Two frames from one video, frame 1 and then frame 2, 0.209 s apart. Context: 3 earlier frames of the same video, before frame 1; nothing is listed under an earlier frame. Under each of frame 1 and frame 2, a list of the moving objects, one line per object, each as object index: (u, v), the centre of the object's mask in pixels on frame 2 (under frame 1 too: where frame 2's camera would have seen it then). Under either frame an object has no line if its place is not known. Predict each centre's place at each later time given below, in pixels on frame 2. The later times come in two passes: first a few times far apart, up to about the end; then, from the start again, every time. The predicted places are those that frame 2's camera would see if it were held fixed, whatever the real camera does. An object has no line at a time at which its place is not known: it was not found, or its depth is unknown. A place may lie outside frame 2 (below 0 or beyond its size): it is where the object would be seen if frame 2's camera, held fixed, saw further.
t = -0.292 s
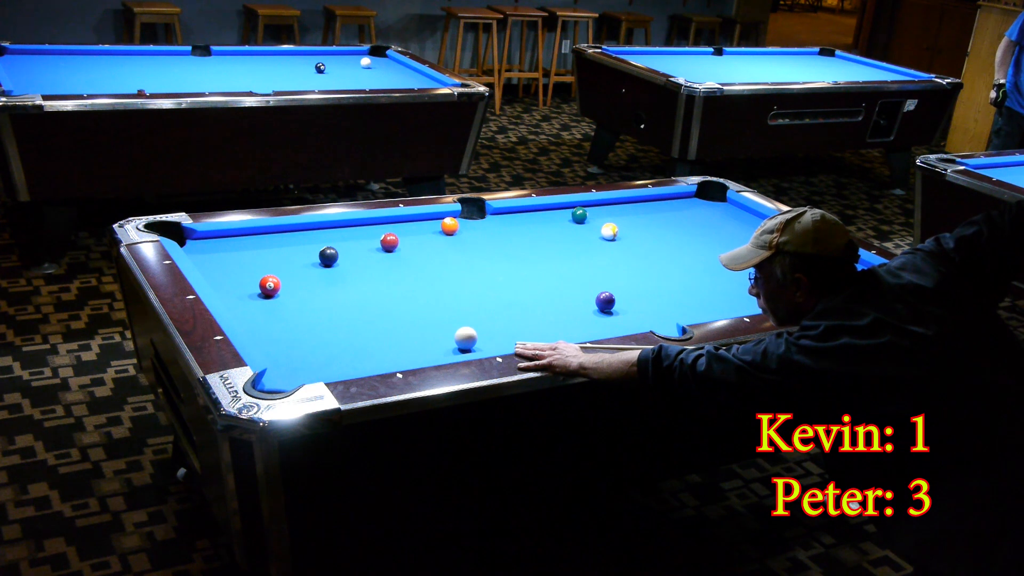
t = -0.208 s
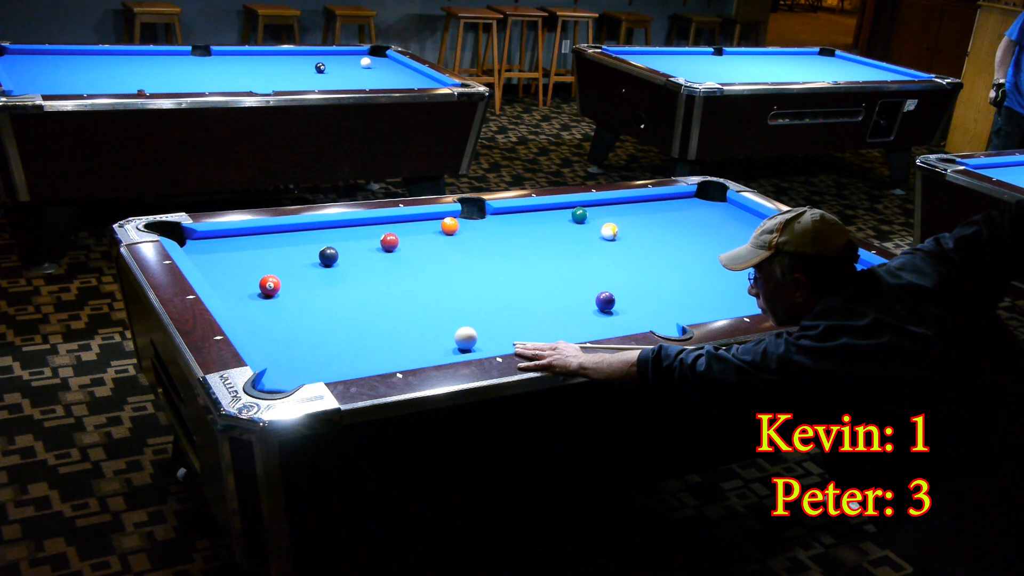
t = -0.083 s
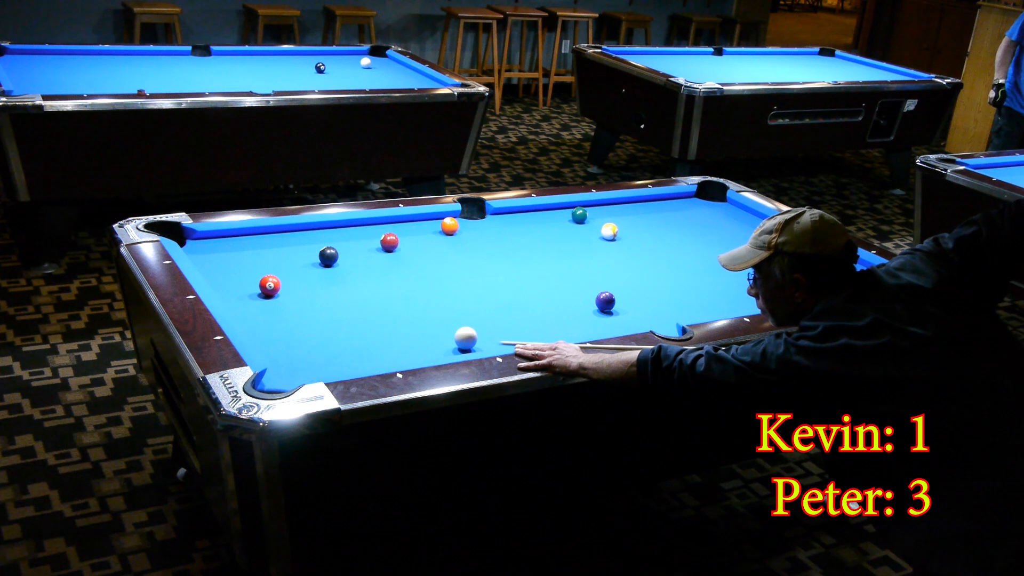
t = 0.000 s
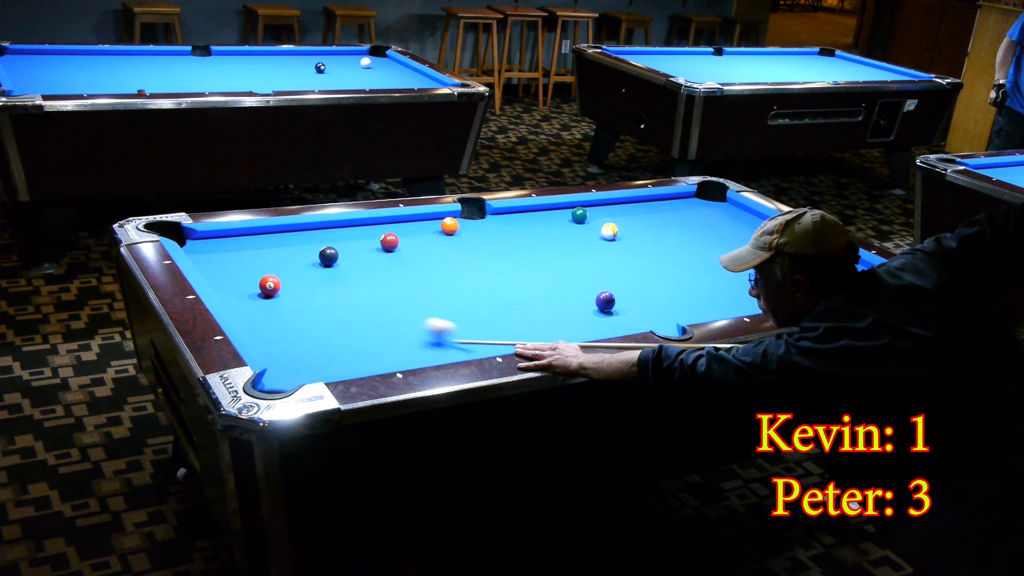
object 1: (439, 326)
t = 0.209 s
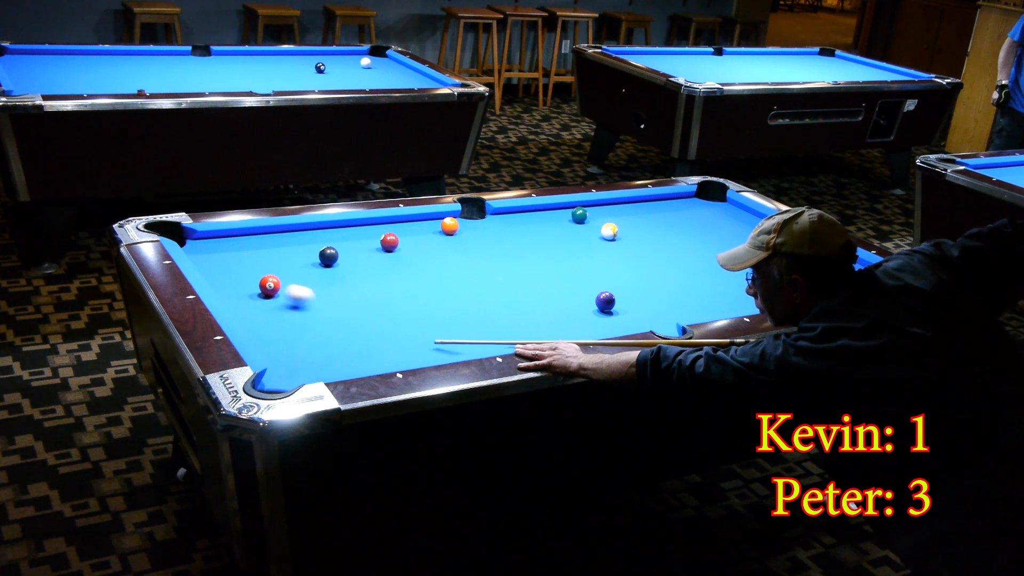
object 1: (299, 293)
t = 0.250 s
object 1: (280, 292)
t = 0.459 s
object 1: (255, 298)
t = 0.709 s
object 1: (233, 302)
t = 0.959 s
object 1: (247, 301)
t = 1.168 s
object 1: (258, 301)
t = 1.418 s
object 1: (269, 300)
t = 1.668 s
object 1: (278, 299)
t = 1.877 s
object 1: (284, 298)
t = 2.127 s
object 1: (289, 297)
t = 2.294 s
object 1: (291, 297)
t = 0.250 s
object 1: (280, 292)
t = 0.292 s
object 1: (274, 294)
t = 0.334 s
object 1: (270, 295)
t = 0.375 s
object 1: (265, 296)
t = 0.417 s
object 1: (260, 297)
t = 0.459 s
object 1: (255, 298)
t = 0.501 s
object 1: (251, 298)
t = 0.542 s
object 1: (246, 300)
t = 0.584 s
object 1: (241, 301)
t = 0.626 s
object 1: (237, 302)
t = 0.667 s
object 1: (233, 302)
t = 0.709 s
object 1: (233, 302)
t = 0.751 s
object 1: (235, 302)
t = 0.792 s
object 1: (238, 302)
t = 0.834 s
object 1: (240, 302)
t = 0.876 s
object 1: (243, 302)
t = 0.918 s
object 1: (245, 302)
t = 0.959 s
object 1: (247, 301)
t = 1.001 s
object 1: (249, 301)
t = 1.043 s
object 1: (252, 301)
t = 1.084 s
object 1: (254, 301)
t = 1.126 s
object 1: (256, 301)
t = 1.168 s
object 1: (258, 301)
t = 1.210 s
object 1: (260, 301)
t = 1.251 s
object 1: (262, 301)
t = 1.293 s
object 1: (264, 301)
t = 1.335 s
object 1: (266, 300)
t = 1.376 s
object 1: (267, 300)
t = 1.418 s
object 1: (269, 300)
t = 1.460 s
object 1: (271, 300)
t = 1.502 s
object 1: (272, 300)
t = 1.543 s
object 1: (274, 300)
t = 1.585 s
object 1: (275, 299)
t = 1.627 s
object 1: (277, 299)
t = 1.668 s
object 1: (278, 299)
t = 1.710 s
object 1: (279, 299)
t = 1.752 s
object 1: (280, 299)
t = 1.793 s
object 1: (282, 298)
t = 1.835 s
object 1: (283, 298)
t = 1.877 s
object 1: (284, 298)
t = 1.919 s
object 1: (285, 298)
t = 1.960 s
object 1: (286, 298)
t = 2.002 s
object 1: (286, 297)
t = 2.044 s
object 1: (287, 297)
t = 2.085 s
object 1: (288, 297)
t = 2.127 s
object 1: (289, 297)
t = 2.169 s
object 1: (289, 297)
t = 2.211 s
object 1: (290, 297)
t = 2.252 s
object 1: (290, 297)
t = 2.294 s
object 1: (291, 297)
